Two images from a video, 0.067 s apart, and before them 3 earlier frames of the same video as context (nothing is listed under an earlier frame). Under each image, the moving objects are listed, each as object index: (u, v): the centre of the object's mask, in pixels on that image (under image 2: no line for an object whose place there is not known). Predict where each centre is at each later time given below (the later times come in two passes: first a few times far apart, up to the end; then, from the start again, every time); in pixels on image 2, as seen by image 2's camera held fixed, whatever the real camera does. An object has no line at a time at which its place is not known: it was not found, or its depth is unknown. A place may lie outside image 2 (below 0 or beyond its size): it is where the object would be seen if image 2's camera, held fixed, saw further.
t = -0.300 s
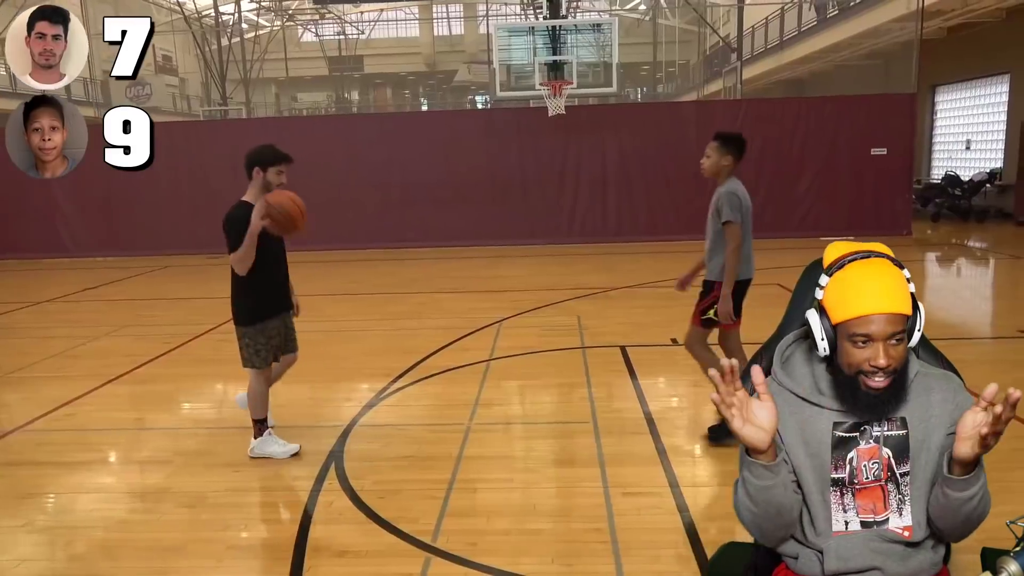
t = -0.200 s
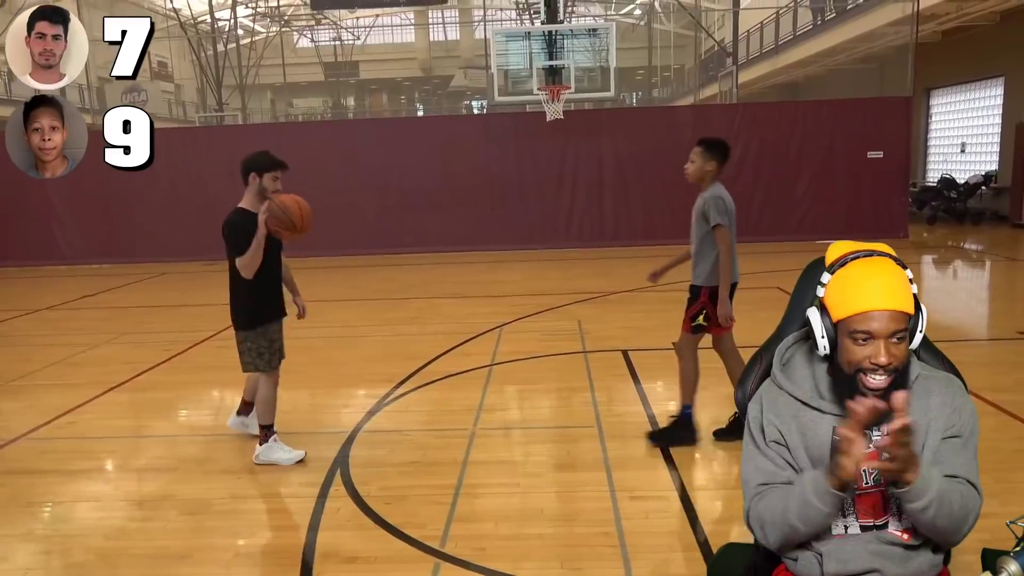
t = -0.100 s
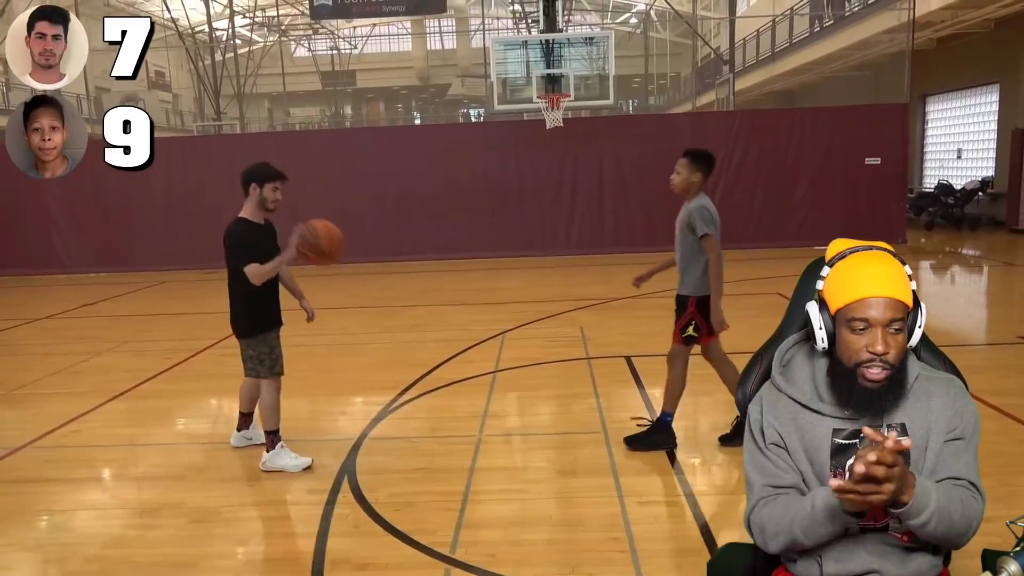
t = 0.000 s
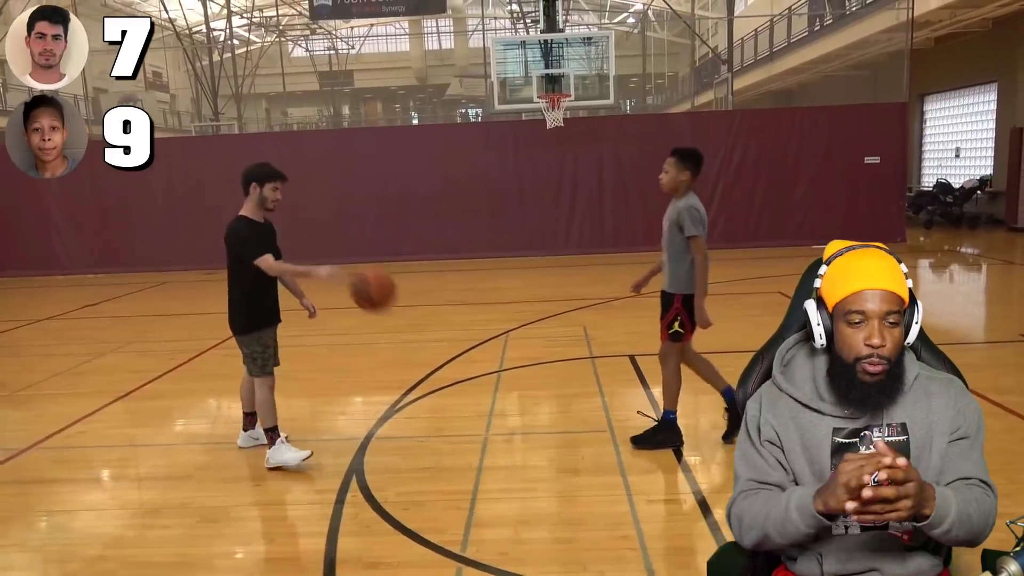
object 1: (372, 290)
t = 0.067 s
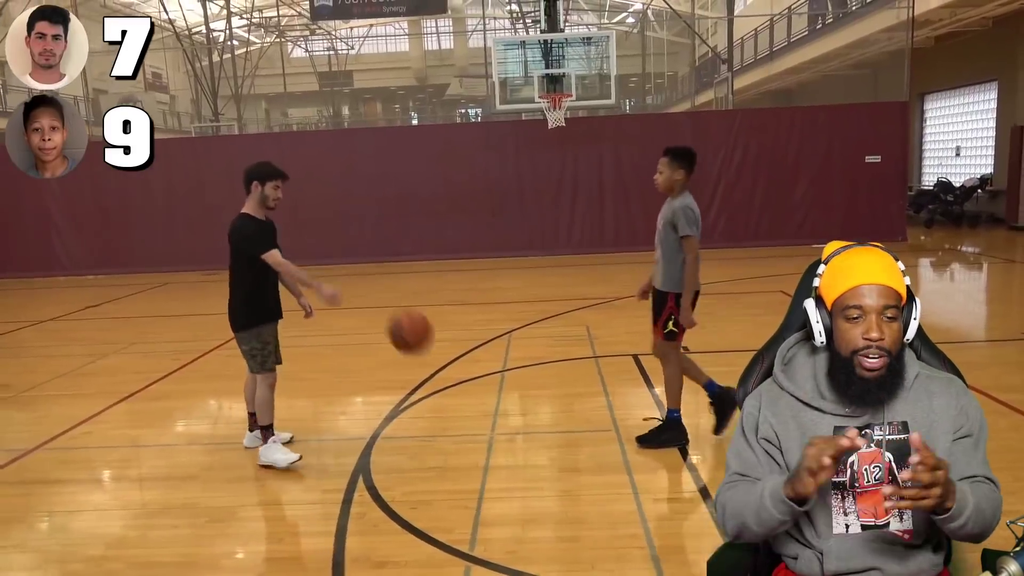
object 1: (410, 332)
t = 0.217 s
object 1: (481, 431)
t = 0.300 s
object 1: (496, 377)
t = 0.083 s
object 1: (418, 343)
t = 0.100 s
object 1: (427, 355)
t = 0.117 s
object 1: (435, 367)
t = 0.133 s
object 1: (444, 381)
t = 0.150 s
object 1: (453, 394)
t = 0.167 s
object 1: (461, 407)
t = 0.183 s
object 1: (469, 420)
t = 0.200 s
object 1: (476, 435)
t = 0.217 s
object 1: (481, 431)
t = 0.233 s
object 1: (484, 420)
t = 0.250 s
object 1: (487, 409)
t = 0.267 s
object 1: (490, 398)
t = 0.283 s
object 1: (493, 387)
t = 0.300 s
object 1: (496, 377)
